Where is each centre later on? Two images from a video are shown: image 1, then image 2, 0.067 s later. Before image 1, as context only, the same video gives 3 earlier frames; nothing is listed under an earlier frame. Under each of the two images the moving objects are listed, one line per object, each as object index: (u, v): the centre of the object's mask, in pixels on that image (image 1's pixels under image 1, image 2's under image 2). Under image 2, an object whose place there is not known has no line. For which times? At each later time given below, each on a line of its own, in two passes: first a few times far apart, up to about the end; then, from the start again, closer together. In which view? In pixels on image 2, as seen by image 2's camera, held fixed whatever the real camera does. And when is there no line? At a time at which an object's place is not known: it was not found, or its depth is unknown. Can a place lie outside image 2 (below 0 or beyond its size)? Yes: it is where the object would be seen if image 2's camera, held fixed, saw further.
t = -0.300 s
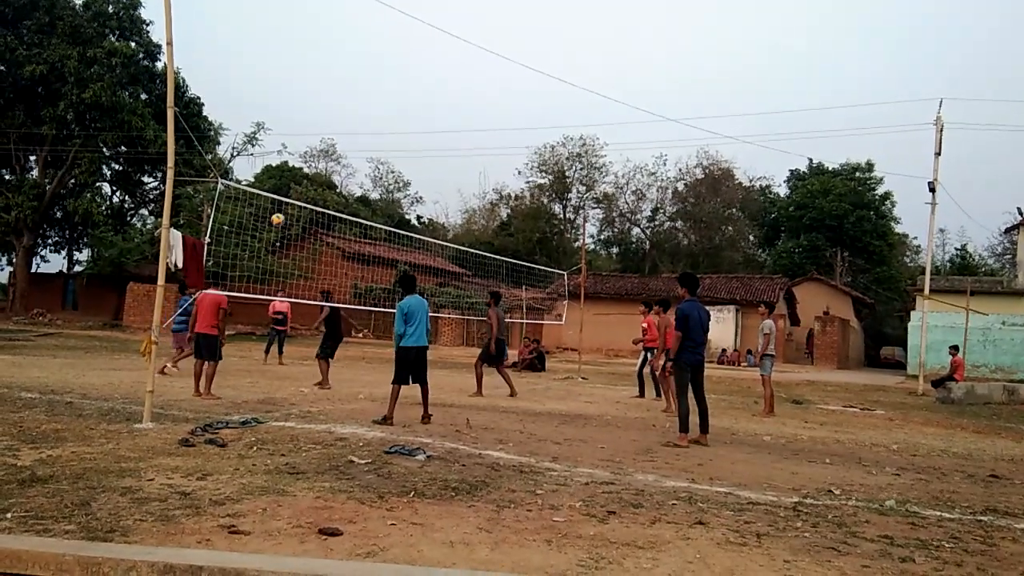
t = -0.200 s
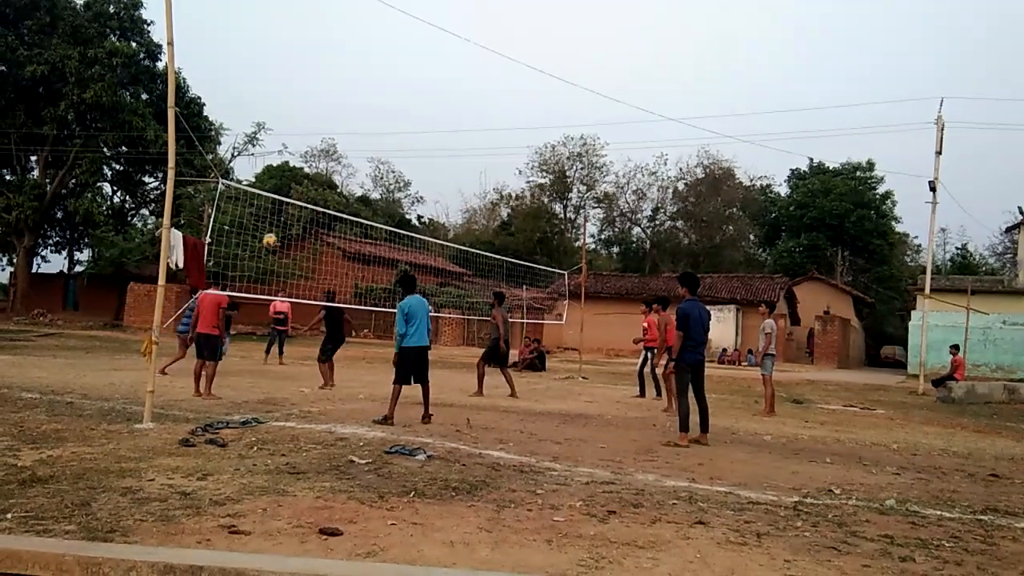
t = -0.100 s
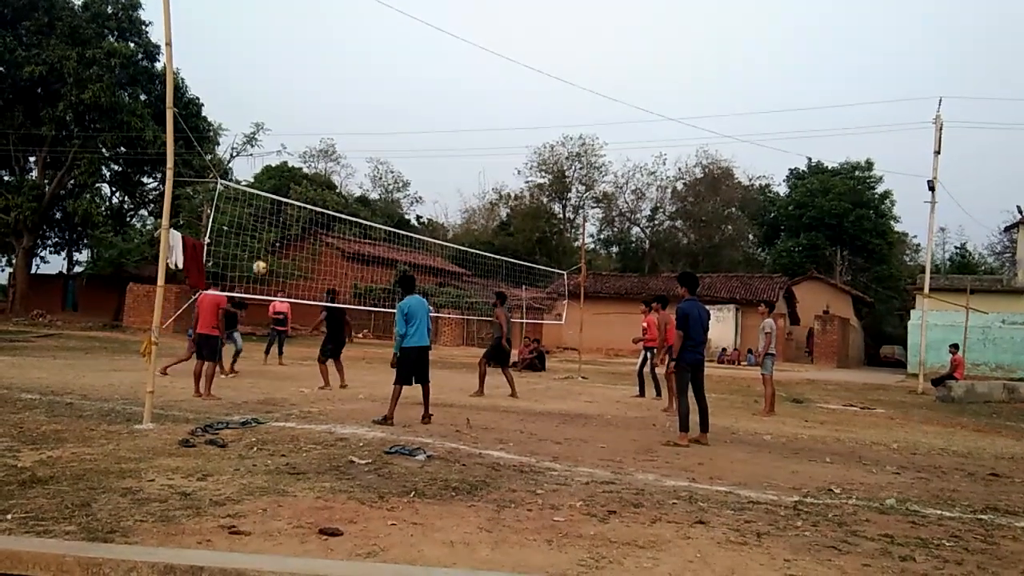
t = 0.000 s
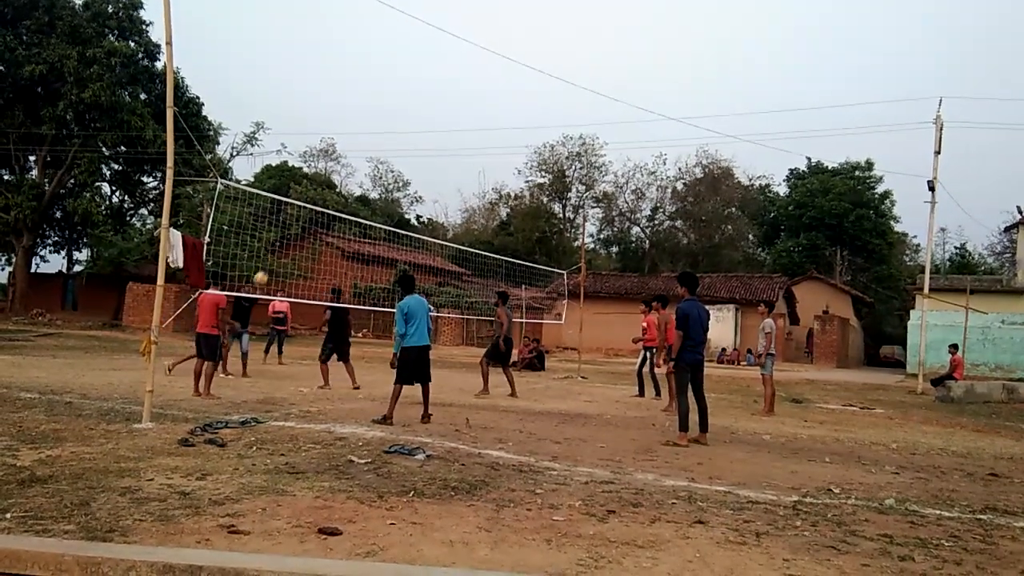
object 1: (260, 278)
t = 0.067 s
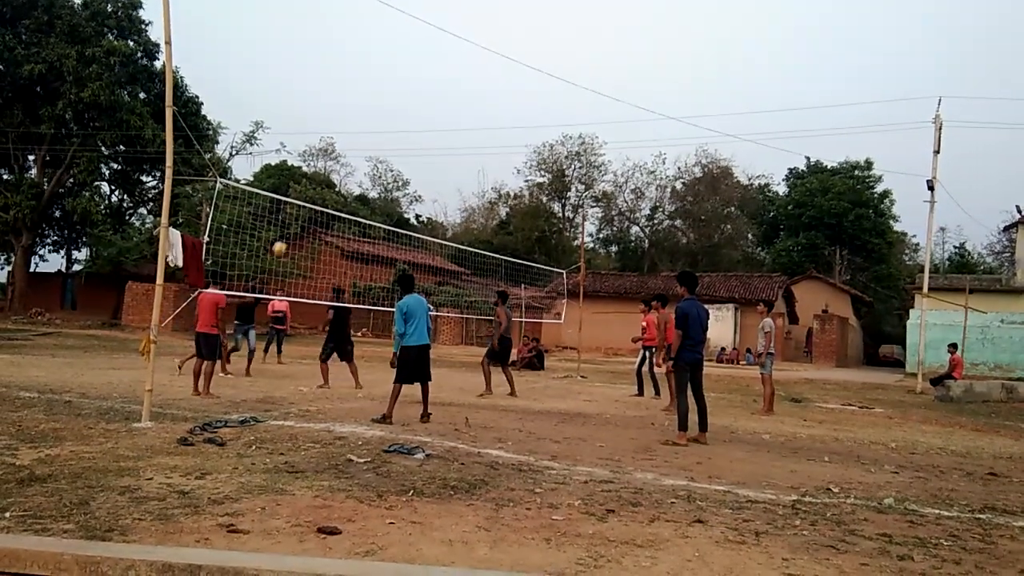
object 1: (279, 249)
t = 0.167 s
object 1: (307, 210)
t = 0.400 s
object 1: (372, 141)
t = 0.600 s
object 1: (425, 109)
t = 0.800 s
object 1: (476, 100)
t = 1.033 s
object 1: (533, 120)
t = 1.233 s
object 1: (579, 162)
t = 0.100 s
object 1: (289, 235)
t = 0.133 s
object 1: (298, 222)
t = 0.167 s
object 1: (307, 210)
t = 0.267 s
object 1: (336, 176)
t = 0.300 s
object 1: (346, 167)
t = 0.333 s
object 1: (354, 157)
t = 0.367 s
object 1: (363, 149)
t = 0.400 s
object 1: (372, 141)
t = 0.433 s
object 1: (381, 134)
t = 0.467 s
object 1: (390, 128)
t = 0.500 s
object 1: (398, 122)
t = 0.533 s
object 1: (408, 117)
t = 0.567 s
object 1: (416, 112)
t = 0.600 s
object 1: (425, 109)
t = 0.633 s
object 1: (434, 105)
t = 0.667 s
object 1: (443, 103)
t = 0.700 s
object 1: (451, 101)
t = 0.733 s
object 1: (459, 100)
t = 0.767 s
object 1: (467, 100)
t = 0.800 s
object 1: (476, 100)
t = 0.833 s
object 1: (484, 101)
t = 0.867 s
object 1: (492, 102)
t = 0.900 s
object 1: (501, 104)
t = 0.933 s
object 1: (509, 107)
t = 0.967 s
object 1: (517, 111)
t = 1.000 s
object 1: (525, 115)
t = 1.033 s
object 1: (533, 120)
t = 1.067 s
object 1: (541, 126)
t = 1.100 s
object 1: (549, 131)
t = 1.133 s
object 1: (557, 139)
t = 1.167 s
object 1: (564, 144)
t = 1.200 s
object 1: (572, 155)
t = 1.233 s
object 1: (579, 162)
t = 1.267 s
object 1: (587, 172)
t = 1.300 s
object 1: (593, 182)
